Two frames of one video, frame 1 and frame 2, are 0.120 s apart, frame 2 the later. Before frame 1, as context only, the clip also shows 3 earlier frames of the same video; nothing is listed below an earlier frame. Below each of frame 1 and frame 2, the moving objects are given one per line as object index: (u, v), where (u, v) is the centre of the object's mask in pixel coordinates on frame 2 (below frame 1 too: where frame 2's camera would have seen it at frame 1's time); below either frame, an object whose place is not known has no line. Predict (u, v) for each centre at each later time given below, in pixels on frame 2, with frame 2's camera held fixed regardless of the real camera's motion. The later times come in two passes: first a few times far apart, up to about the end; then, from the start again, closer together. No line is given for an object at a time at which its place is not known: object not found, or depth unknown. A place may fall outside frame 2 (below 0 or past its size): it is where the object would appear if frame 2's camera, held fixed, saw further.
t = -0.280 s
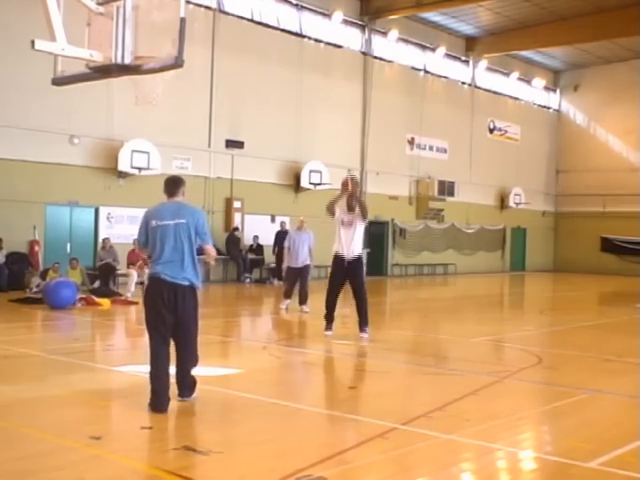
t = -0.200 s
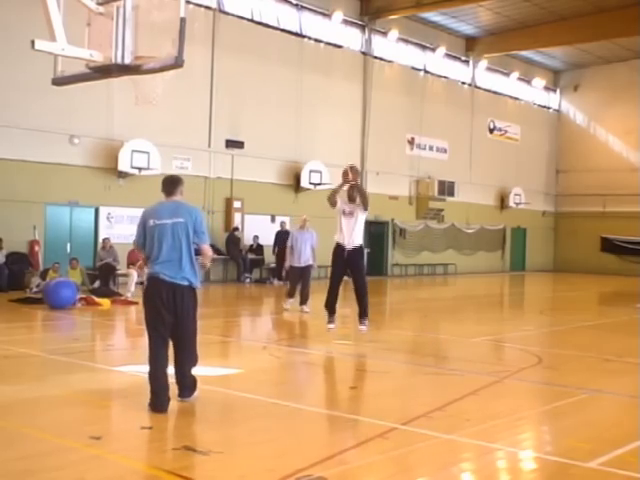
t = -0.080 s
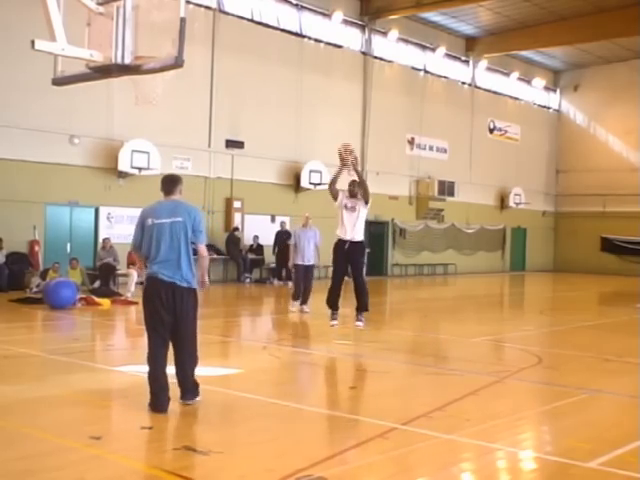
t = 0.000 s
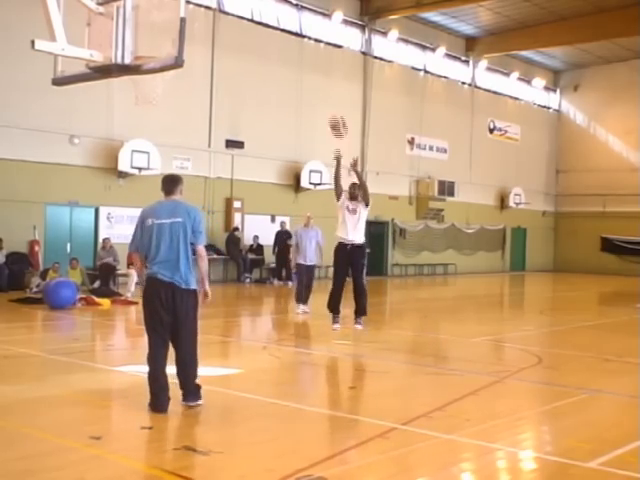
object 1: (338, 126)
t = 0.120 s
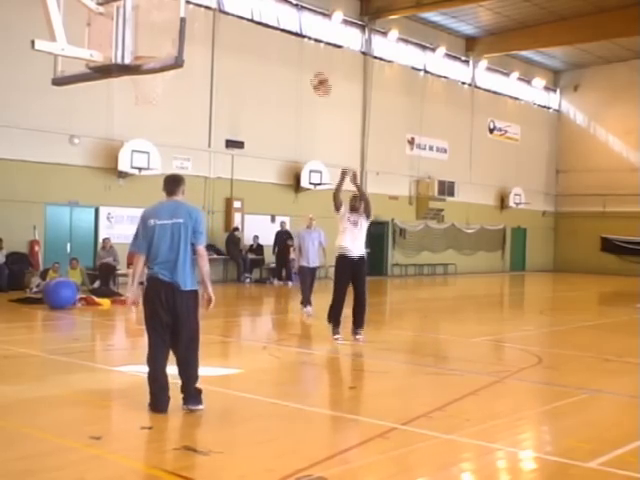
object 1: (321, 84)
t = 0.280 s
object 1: (295, 41)
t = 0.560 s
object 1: (241, 7)
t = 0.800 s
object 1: (189, 27)
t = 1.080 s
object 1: (138, 86)
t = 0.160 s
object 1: (315, 73)
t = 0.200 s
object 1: (308, 61)
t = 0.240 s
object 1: (302, 49)
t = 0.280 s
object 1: (295, 41)
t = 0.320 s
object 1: (288, 32)
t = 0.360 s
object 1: (281, 25)
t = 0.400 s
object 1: (273, 19)
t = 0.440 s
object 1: (266, 13)
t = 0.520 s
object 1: (250, 8)
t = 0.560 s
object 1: (241, 7)
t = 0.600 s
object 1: (231, 7)
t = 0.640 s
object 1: (223, 8)
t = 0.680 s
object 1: (213, 9)
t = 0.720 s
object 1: (203, 14)
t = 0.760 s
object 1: (195, 19)
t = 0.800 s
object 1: (189, 27)
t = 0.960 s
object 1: (135, 81)
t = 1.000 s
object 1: (133, 83)
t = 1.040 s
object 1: (135, 84)
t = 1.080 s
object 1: (138, 86)
